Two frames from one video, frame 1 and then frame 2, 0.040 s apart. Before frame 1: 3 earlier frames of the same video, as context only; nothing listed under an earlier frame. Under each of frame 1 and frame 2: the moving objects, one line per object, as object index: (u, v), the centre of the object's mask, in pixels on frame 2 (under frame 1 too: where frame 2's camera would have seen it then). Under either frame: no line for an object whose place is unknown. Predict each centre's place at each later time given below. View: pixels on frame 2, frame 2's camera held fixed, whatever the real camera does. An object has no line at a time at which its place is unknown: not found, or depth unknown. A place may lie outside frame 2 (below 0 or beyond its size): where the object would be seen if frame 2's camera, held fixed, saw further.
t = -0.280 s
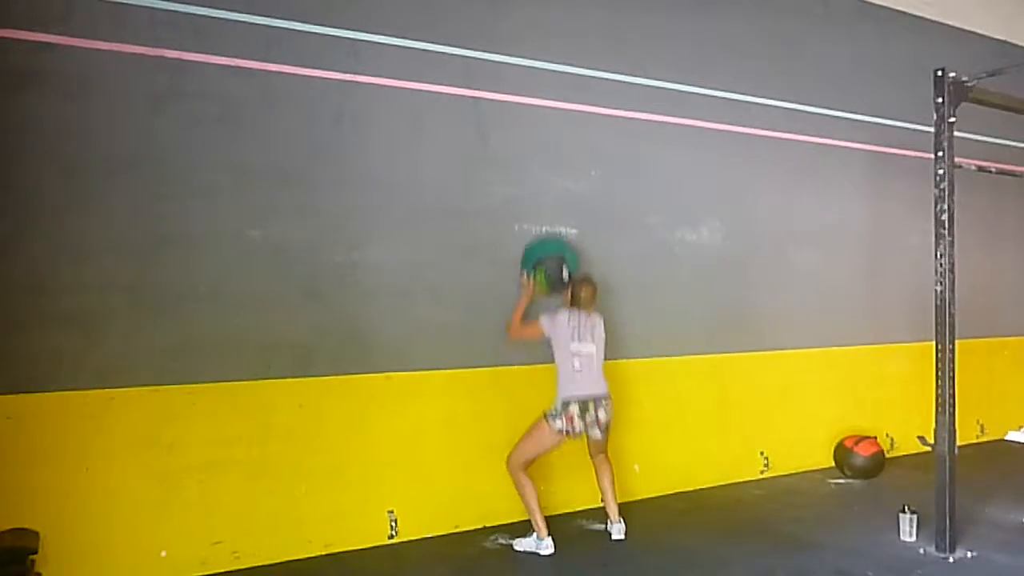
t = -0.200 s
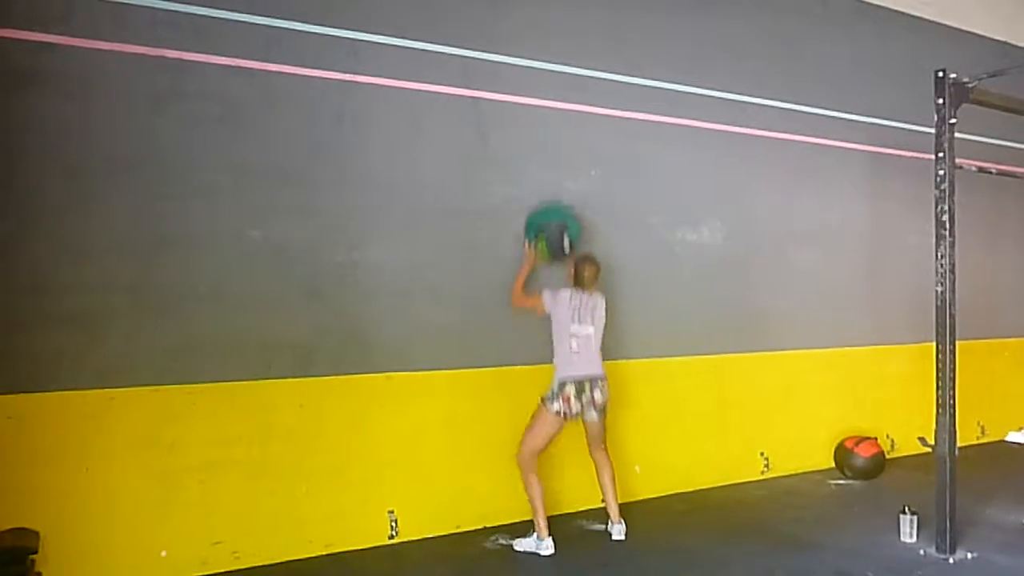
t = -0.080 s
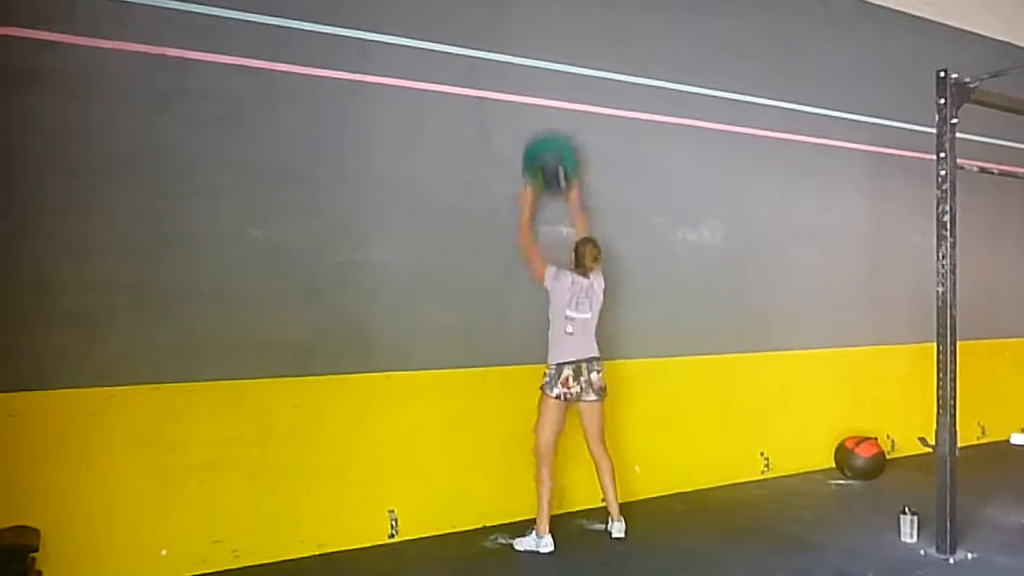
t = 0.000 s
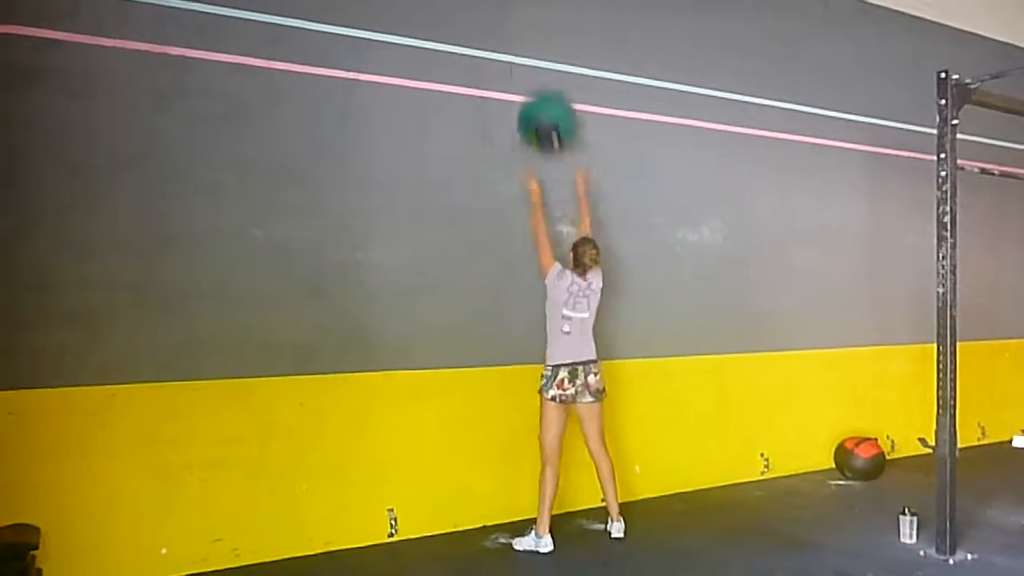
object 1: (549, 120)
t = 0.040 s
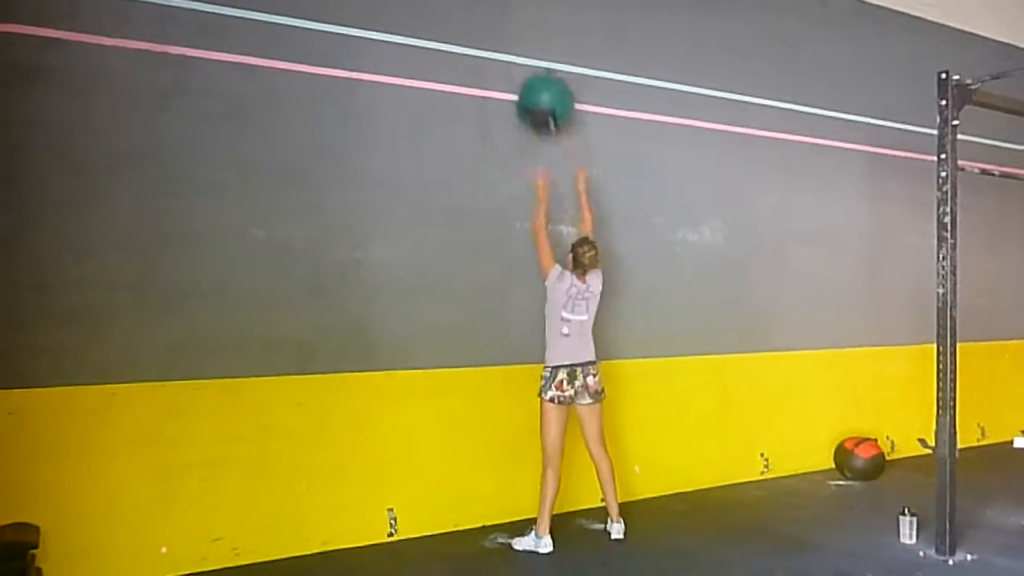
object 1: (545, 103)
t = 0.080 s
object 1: (544, 89)
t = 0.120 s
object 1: (543, 80)
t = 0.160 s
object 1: (541, 64)
